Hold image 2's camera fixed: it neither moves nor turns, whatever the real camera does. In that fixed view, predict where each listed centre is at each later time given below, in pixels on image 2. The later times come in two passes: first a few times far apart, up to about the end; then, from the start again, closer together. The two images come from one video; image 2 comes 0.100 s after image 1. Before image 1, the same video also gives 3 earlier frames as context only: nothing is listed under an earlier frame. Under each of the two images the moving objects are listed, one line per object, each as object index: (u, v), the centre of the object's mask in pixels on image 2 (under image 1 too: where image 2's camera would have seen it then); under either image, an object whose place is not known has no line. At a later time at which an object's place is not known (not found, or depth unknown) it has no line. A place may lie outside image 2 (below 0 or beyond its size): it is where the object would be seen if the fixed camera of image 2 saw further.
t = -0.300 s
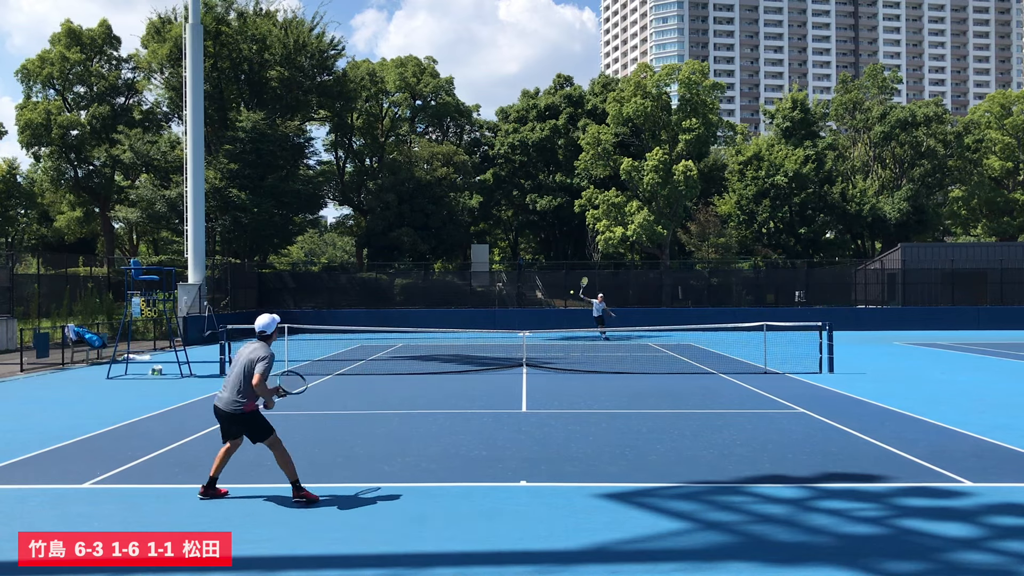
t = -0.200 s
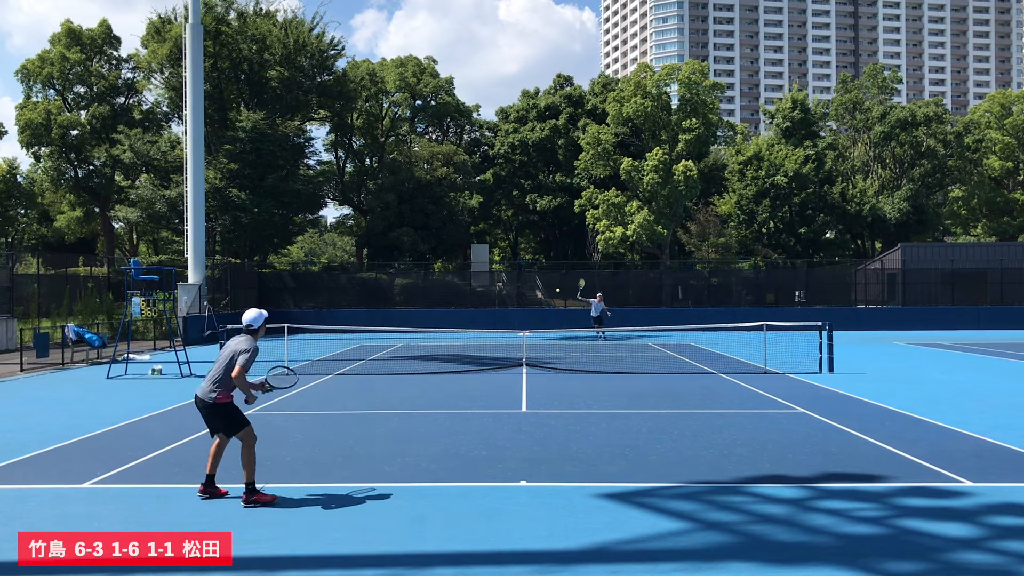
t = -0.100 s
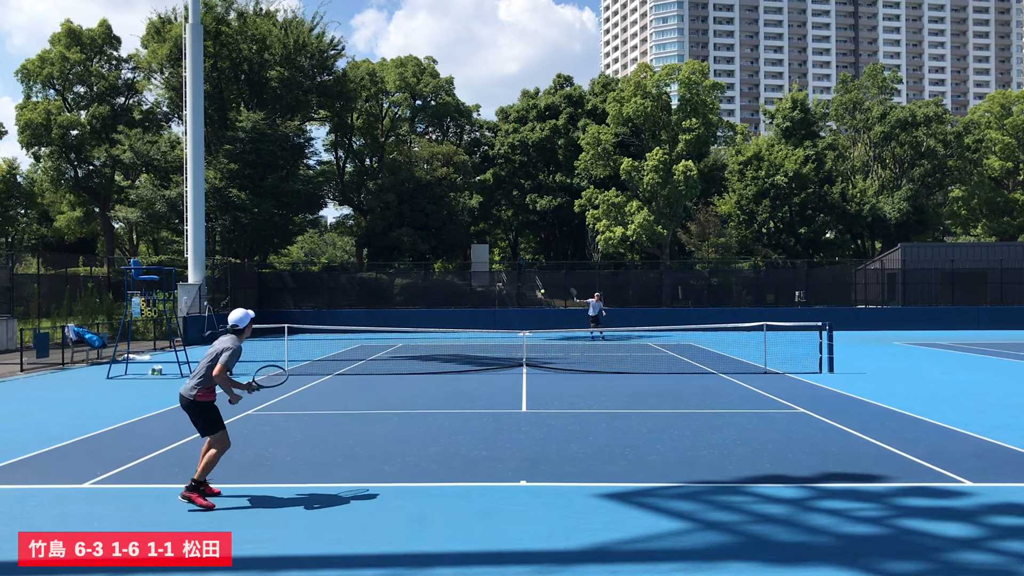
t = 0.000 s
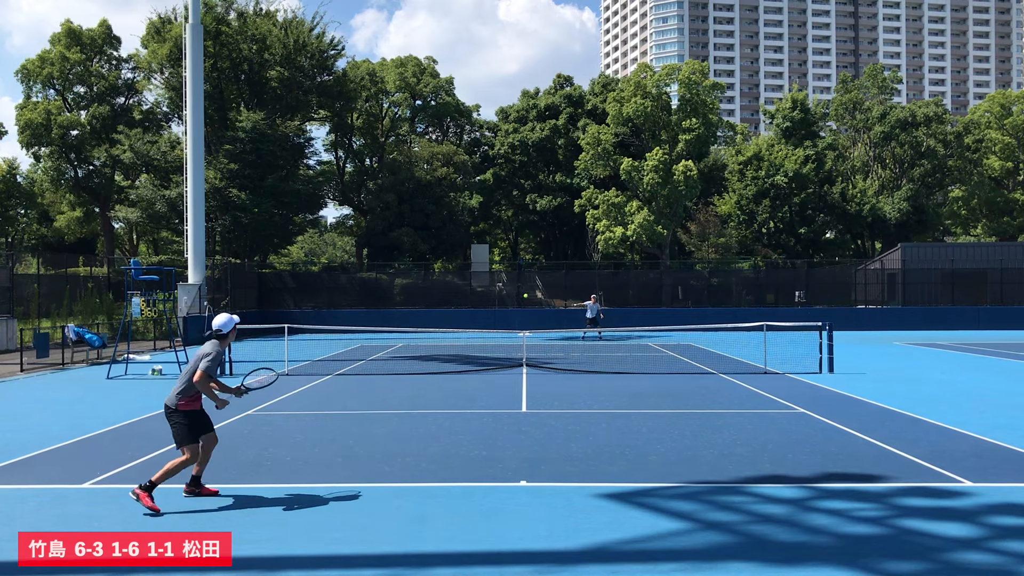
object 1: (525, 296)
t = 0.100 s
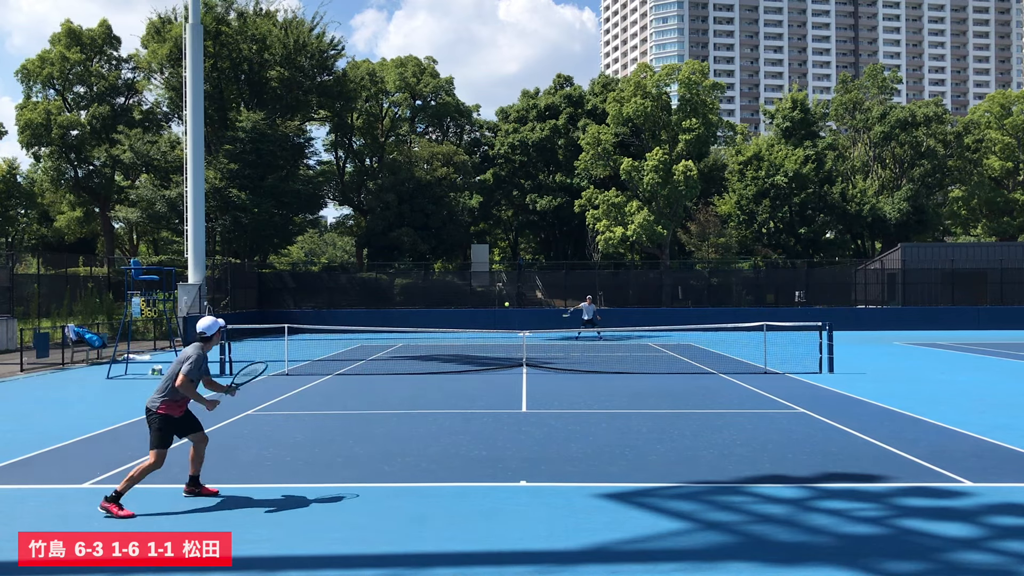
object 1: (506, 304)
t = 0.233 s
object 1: (478, 324)
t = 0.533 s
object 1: (389, 425)
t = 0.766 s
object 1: (320, 418)
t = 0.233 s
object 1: (478, 324)
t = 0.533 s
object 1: (389, 425)
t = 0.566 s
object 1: (376, 445)
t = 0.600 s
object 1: (367, 440)
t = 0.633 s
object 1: (358, 434)
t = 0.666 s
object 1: (349, 429)
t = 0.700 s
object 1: (340, 424)
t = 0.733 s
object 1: (330, 420)
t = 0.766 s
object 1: (320, 418)
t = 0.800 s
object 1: (309, 417)
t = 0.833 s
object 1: (298, 416)
